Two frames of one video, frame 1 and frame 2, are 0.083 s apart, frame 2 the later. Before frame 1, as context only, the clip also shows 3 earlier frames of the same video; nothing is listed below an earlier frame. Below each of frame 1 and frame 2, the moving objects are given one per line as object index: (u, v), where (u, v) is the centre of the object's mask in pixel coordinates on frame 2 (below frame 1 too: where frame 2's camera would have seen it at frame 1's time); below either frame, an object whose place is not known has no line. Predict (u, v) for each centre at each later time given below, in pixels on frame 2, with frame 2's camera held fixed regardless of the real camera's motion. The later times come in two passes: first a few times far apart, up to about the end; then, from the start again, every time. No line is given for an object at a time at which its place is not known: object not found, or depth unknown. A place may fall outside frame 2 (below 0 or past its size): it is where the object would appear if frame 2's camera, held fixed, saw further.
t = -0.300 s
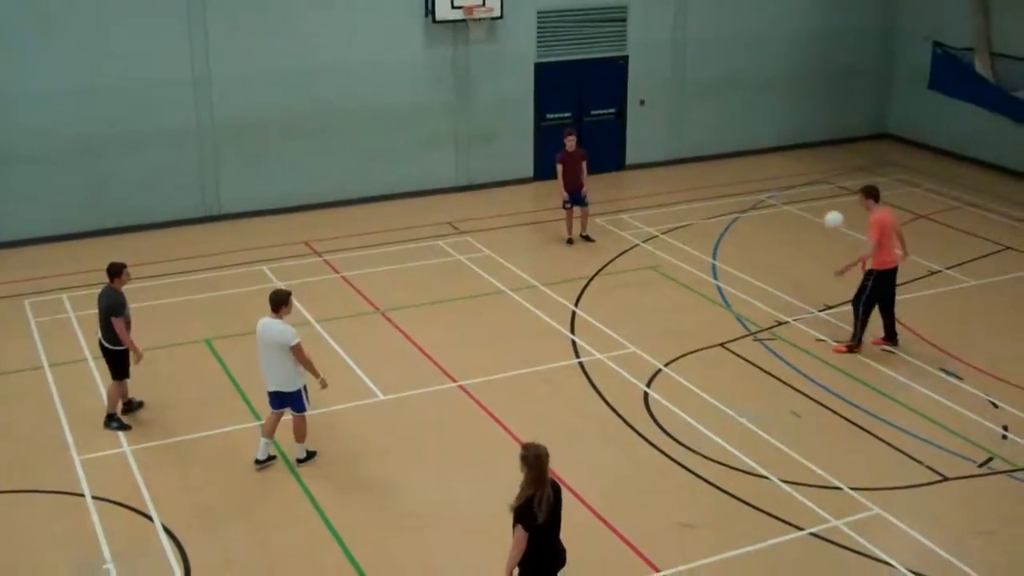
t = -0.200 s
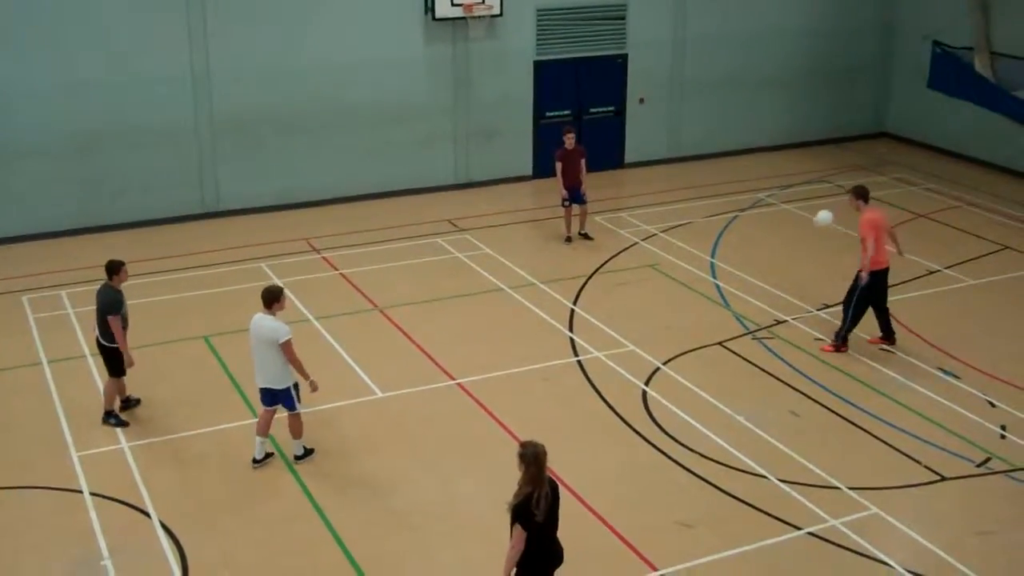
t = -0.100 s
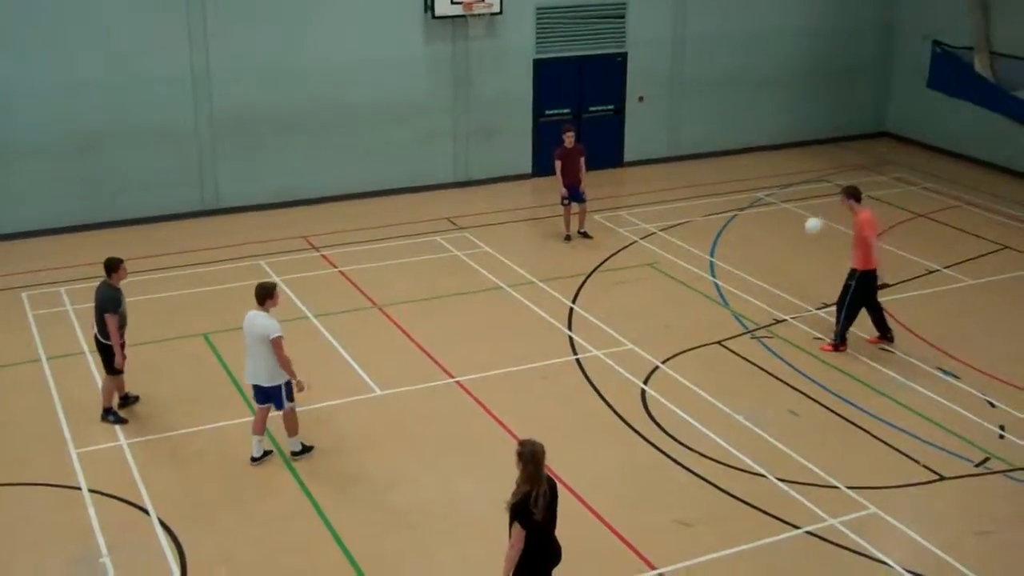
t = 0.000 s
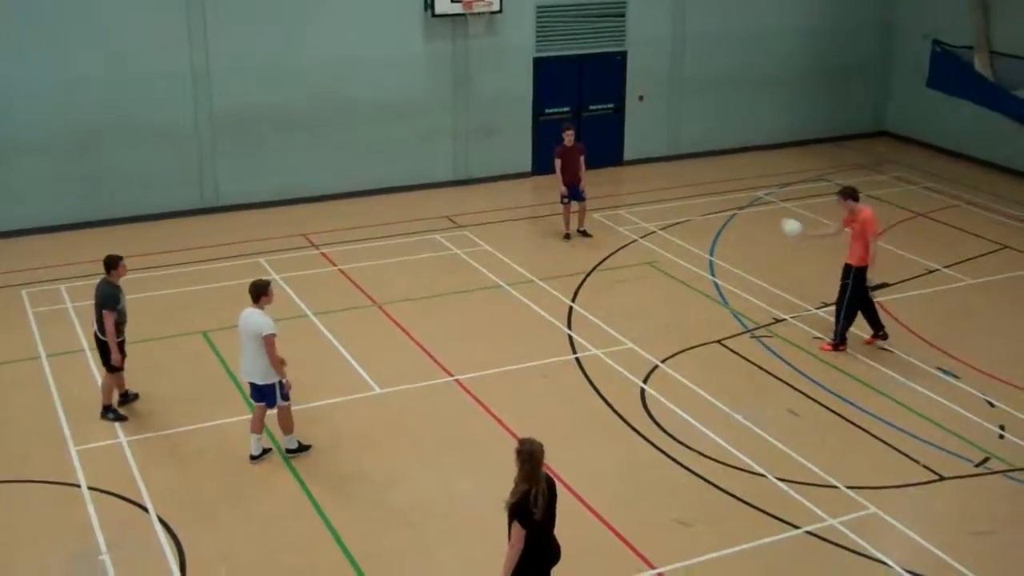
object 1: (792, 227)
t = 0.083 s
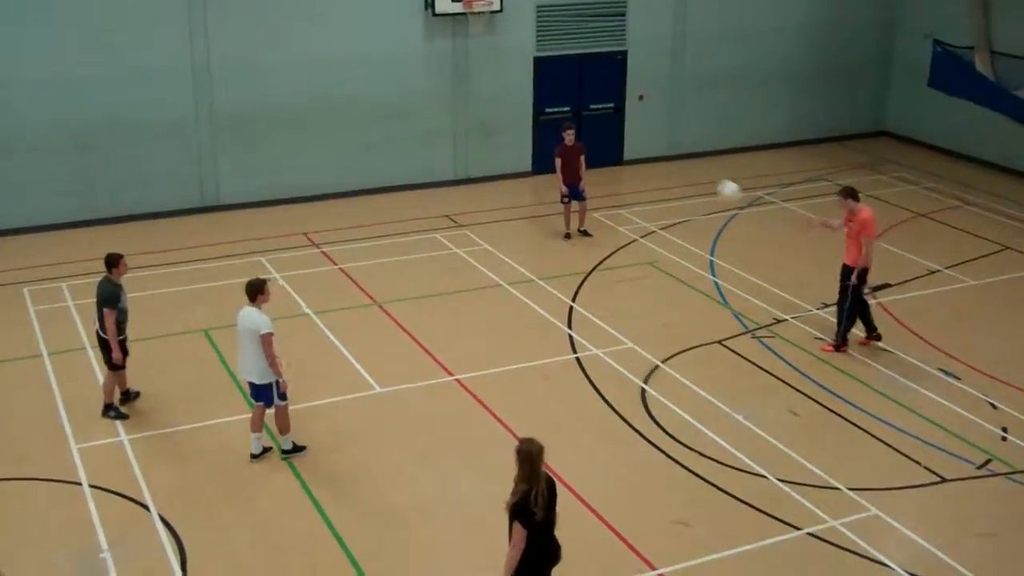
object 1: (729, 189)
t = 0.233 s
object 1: (597, 134)
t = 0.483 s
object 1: (328, 70)
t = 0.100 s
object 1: (716, 183)
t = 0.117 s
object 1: (701, 176)
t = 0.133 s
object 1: (687, 169)
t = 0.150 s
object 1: (673, 163)
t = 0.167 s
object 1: (658, 157)
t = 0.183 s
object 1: (643, 151)
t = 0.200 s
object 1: (627, 145)
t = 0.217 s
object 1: (612, 139)
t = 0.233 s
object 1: (597, 134)
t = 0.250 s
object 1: (581, 129)
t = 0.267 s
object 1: (565, 123)
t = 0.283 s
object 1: (549, 118)
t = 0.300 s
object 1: (532, 113)
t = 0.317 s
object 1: (514, 107)
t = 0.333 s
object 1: (498, 103)
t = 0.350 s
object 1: (480, 98)
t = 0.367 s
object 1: (462, 94)
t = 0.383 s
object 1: (443, 91)
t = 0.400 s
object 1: (425, 86)
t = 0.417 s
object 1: (406, 82)
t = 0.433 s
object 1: (387, 79)
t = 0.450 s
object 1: (368, 76)
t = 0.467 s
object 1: (348, 74)
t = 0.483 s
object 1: (328, 70)
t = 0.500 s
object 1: (307, 68)
